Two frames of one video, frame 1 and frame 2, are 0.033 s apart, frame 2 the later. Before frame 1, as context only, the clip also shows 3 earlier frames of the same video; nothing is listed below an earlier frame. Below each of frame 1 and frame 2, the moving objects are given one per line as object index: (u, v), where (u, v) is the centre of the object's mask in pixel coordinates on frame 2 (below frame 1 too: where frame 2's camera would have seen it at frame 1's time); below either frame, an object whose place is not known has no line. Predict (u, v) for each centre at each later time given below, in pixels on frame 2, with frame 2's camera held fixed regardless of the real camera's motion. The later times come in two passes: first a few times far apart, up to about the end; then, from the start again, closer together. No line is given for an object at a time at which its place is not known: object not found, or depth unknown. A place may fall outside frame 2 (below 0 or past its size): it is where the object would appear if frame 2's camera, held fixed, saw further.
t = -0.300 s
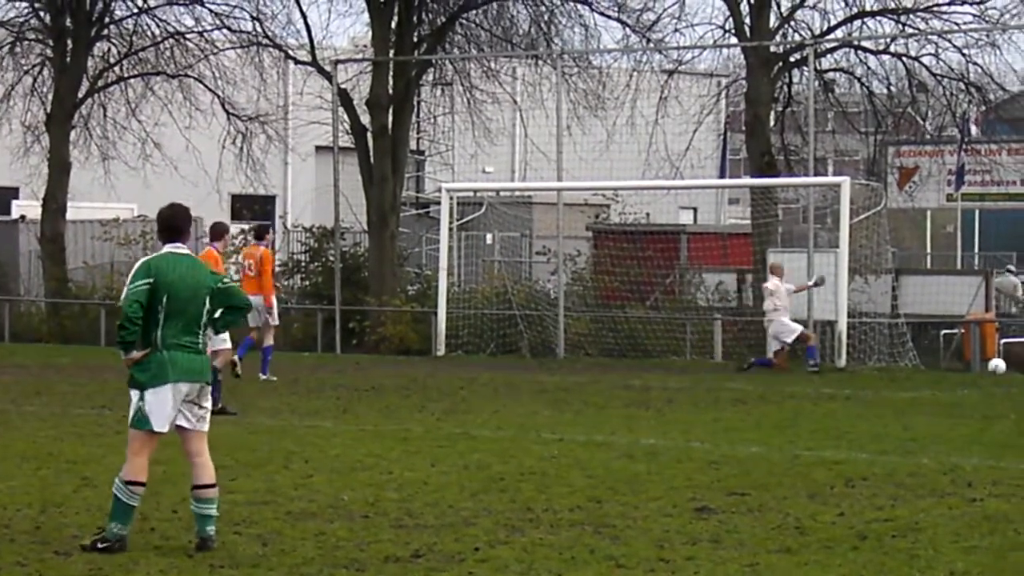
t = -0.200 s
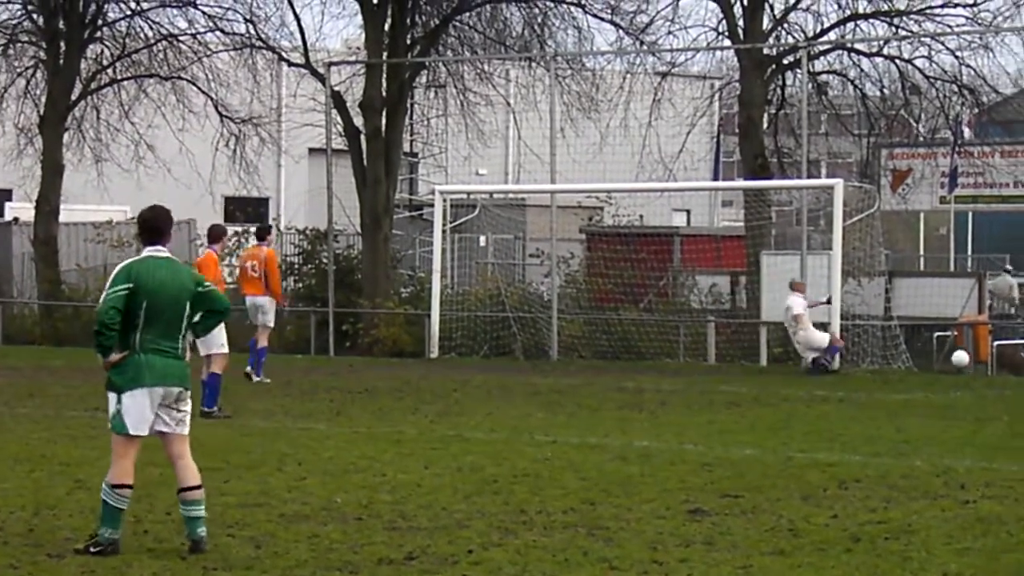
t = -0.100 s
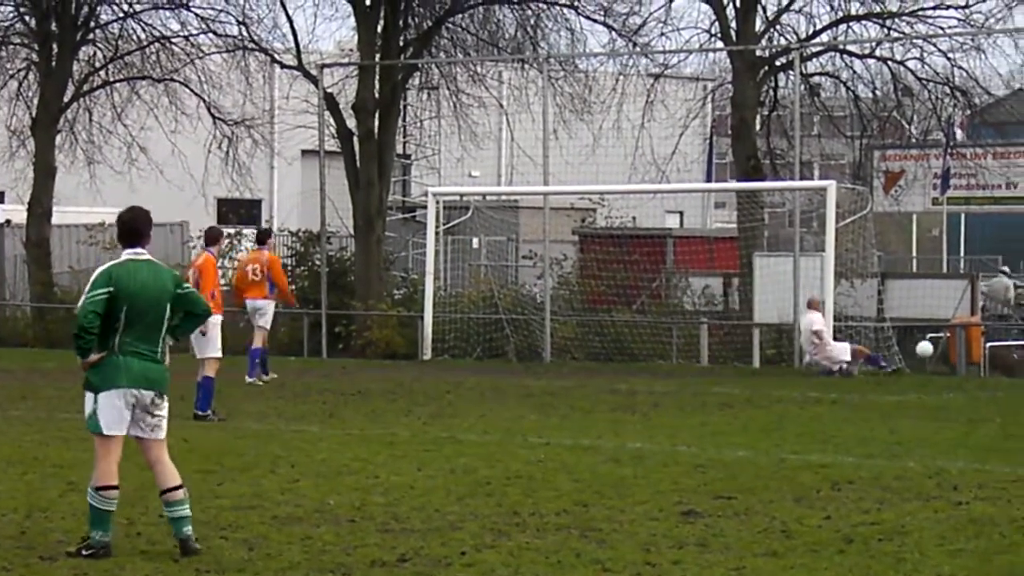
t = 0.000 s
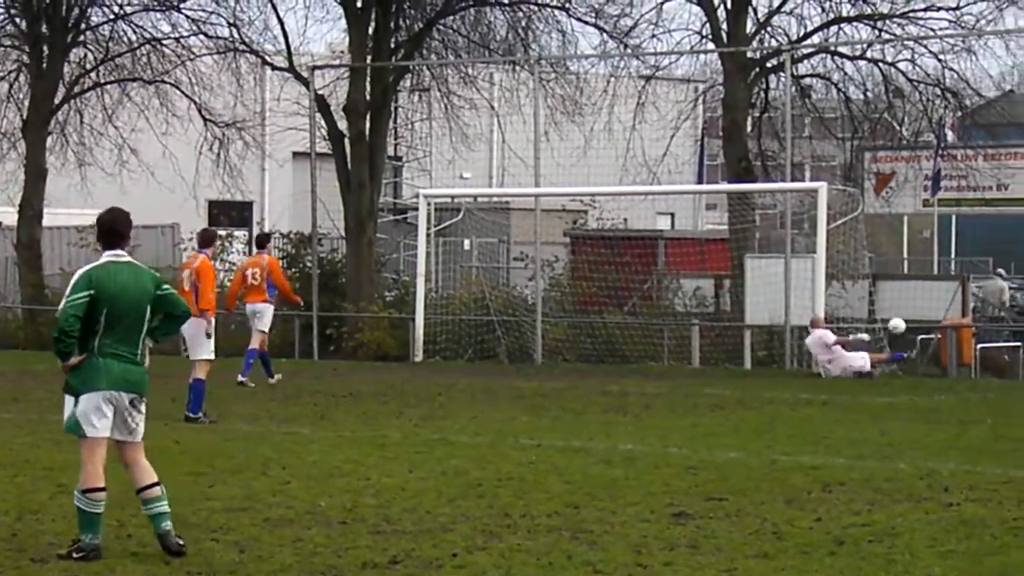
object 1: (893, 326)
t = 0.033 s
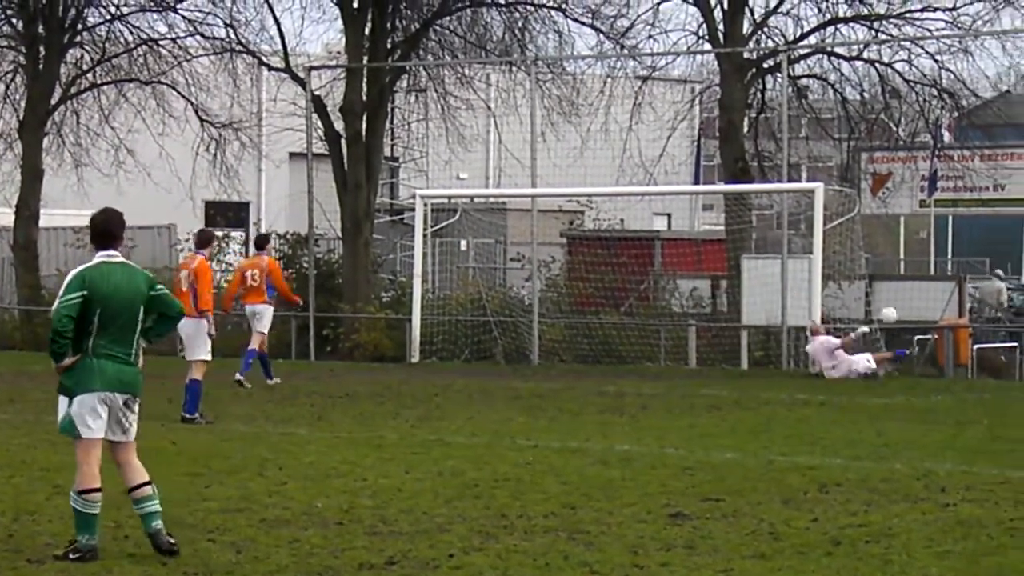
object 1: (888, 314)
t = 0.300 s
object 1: (857, 262)
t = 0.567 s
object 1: (829, 265)
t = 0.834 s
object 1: (804, 316)
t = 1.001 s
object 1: (790, 366)
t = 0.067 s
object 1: (884, 306)
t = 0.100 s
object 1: (879, 297)
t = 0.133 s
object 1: (875, 289)
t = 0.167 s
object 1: (871, 282)
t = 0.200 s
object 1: (867, 276)
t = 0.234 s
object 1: (864, 271)
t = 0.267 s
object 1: (860, 266)
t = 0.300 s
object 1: (857, 262)
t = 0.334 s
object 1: (853, 260)
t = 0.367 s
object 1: (850, 258)
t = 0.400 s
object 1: (847, 257)
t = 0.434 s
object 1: (843, 257)
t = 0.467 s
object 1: (840, 257)
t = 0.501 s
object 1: (836, 260)
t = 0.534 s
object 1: (833, 262)
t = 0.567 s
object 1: (829, 265)
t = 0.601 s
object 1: (827, 269)
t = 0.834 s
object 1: (804, 316)
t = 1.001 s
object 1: (790, 366)
